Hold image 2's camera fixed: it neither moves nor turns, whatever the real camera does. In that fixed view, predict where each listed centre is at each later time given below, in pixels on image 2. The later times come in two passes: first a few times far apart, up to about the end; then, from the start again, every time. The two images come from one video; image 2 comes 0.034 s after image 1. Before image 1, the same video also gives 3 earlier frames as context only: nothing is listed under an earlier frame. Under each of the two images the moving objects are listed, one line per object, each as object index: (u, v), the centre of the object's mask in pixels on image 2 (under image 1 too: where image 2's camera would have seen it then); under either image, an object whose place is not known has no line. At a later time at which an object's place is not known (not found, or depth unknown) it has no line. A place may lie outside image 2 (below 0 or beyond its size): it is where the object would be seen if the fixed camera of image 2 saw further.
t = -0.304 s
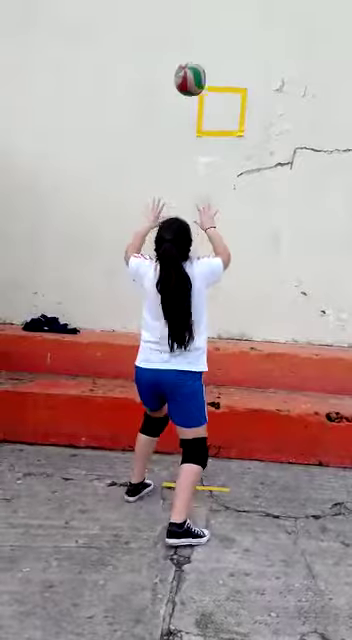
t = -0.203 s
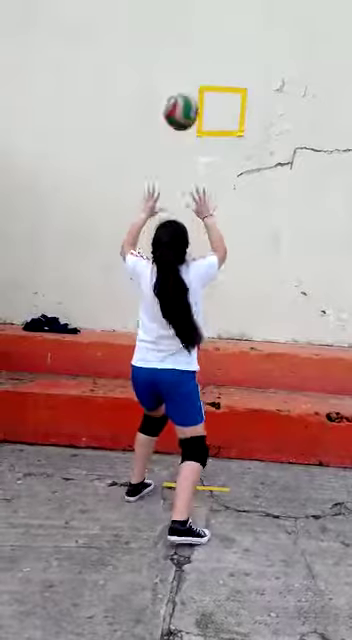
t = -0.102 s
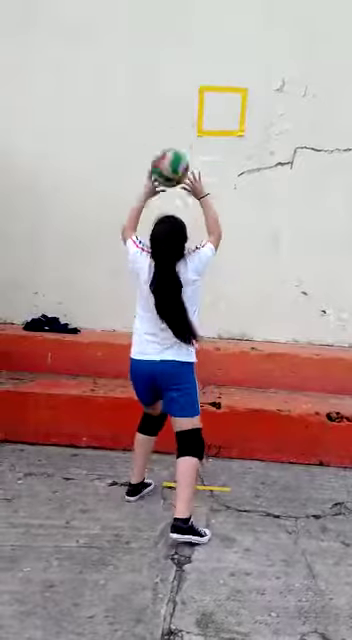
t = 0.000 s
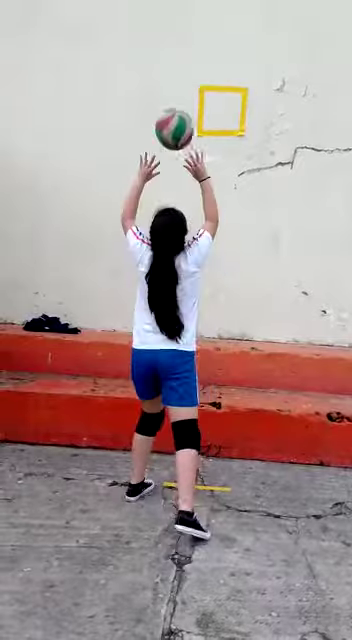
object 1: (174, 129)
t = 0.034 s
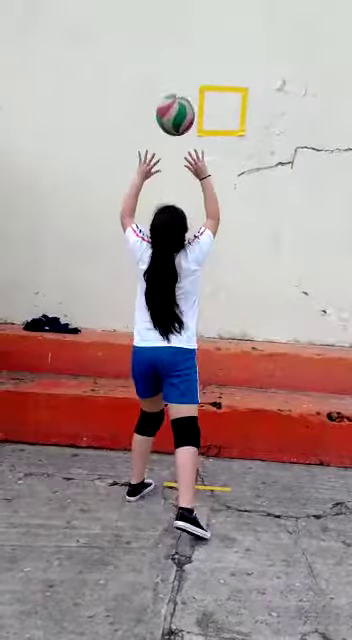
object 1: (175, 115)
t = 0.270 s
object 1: (178, 72)
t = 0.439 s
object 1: (177, 109)
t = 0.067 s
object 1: (175, 102)
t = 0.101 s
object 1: (176, 92)
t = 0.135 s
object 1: (177, 84)
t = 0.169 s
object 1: (177, 77)
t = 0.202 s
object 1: (177, 73)
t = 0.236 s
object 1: (178, 71)
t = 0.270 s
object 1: (178, 72)
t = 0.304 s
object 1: (178, 75)
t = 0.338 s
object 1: (178, 79)
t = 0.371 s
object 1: (178, 86)
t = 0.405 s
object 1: (177, 96)
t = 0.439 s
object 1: (177, 109)
